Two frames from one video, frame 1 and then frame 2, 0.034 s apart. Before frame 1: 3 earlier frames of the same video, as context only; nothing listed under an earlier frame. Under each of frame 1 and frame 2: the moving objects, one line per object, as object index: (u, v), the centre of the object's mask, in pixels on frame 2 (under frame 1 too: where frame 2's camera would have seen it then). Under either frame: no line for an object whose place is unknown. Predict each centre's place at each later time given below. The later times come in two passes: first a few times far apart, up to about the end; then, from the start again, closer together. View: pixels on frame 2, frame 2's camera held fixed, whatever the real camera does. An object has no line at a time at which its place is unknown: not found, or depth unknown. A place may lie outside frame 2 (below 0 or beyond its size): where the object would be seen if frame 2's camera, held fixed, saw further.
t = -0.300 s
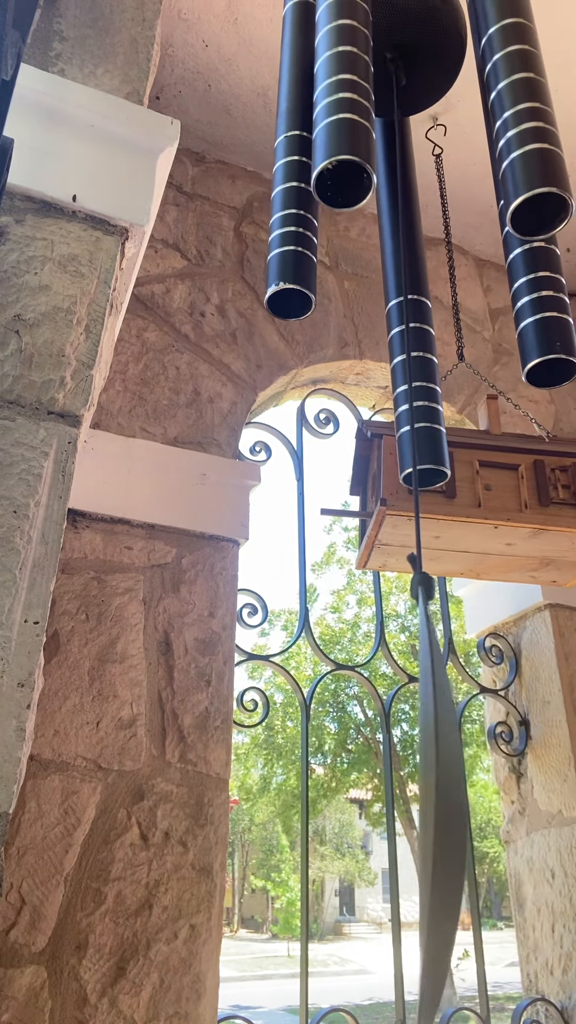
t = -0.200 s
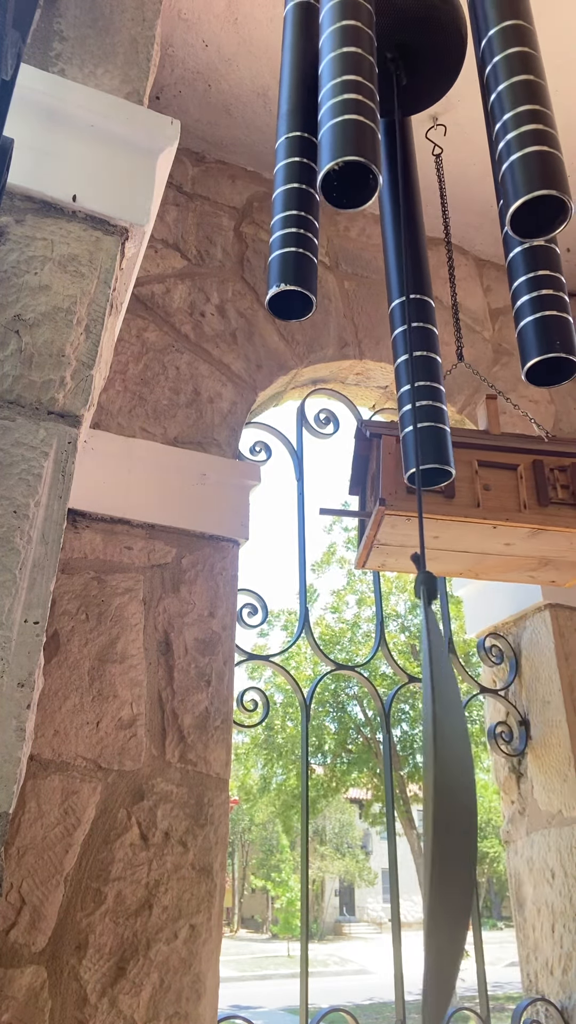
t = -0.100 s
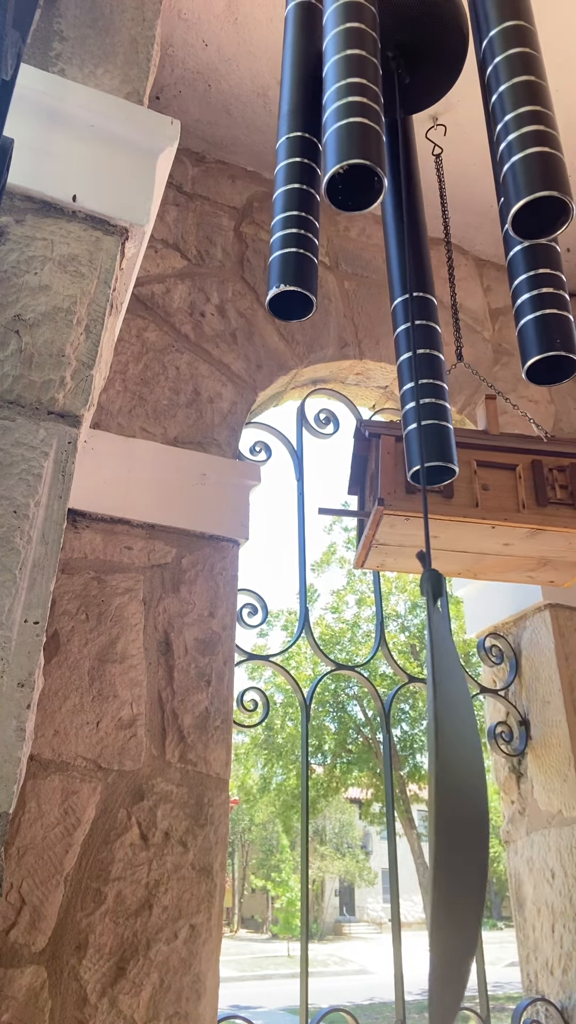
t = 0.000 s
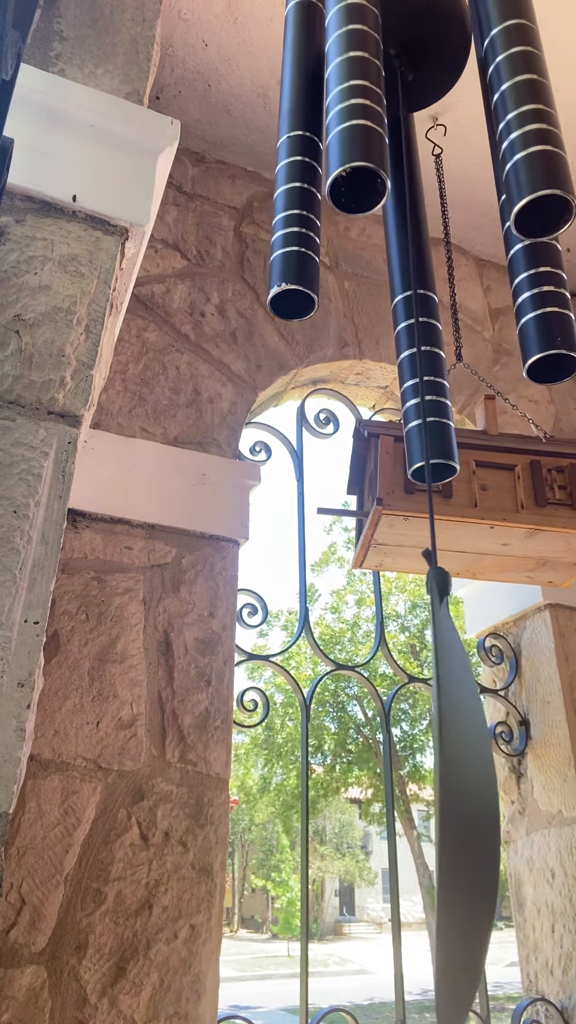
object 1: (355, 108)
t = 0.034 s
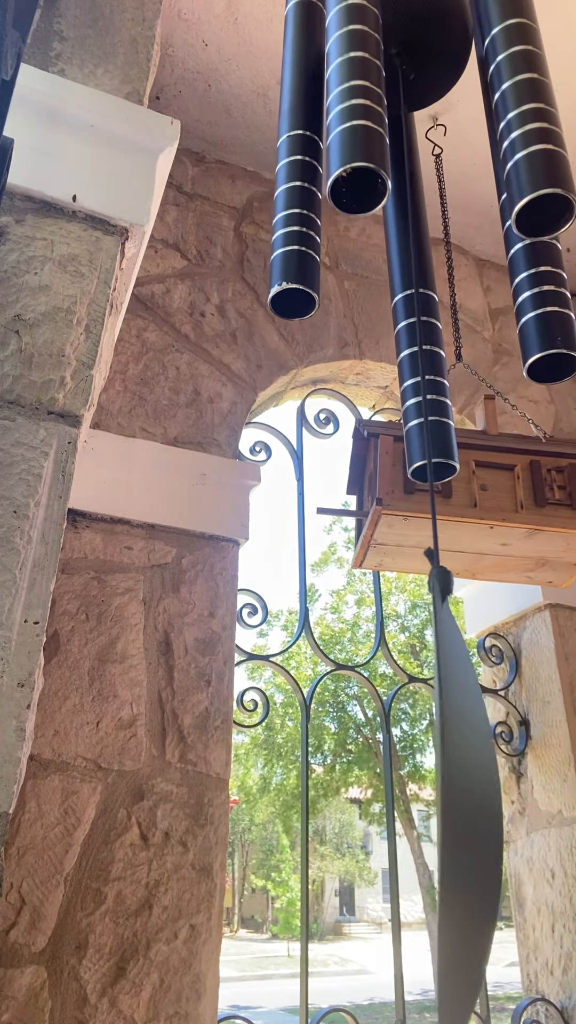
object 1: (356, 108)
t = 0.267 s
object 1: (353, 108)
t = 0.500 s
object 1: (343, 105)
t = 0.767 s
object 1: (344, 104)
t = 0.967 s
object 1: (353, 108)
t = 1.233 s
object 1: (359, 113)
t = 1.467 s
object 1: (354, 111)
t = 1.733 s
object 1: (348, 103)
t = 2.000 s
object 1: (351, 104)
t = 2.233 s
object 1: (356, 110)
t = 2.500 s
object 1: (356, 115)
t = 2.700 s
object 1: (352, 112)
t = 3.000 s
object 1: (353, 104)
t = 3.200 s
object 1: (356, 106)
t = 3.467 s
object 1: (358, 113)
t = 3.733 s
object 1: (353, 114)
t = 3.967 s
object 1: (352, 108)
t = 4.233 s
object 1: (359, 106)
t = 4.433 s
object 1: (363, 110)
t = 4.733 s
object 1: (360, 115)
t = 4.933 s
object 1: (357, 112)
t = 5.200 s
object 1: (360, 105)
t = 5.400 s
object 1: (370, 106)
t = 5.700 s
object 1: (371, 115)
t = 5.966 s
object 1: (361, 118)
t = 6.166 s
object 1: (363, 113)
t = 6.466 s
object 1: (384, 104)
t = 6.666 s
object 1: (384, 105)
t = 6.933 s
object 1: (364, 109)
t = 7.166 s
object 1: (353, 112)
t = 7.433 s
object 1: (363, 111)
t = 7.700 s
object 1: (380, 111)
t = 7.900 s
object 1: (382, 112)
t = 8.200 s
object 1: (373, 112)
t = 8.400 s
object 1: (380, 113)
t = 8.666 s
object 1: (390, 116)
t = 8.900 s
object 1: (388, 118)
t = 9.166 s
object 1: (382, 118)
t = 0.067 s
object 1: (356, 108)
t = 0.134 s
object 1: (356, 108)
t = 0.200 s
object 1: (355, 108)
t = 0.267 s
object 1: (353, 108)
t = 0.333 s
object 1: (350, 107)
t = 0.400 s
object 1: (346, 106)
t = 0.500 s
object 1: (343, 105)
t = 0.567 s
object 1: (342, 104)
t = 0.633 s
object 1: (343, 104)
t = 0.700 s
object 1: (343, 104)
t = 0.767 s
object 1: (344, 104)
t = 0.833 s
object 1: (347, 105)
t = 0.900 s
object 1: (350, 106)
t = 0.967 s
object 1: (353, 108)
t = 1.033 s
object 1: (355, 110)
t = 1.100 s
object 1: (357, 111)
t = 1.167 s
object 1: (358, 112)
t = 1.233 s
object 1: (359, 113)
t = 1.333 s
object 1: (358, 113)
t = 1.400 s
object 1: (356, 112)
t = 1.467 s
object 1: (354, 111)
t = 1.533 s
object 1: (351, 109)
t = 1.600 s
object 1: (350, 107)
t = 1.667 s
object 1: (349, 104)
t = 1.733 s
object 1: (348, 103)
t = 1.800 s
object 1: (348, 102)
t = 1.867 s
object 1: (348, 102)
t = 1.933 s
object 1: (349, 102)
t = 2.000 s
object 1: (351, 104)
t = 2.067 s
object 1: (353, 105)
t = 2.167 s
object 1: (355, 108)
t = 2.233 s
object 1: (356, 110)
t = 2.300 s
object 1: (357, 112)
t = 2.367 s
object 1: (357, 113)
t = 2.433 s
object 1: (357, 114)
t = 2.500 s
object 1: (356, 115)
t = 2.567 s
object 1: (354, 114)
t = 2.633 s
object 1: (353, 113)
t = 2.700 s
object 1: (352, 112)
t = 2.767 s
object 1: (351, 110)
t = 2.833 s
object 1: (351, 108)
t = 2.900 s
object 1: (351, 106)
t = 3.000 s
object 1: (353, 104)
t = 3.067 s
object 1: (354, 104)
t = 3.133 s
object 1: (355, 105)
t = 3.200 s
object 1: (356, 106)
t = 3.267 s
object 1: (357, 107)
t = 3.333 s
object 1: (358, 109)
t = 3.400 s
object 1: (358, 111)
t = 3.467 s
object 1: (358, 113)
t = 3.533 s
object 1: (358, 114)
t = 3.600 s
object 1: (356, 114)
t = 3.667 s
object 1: (354, 114)
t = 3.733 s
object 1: (353, 114)
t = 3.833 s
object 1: (352, 112)
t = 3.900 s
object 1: (351, 110)
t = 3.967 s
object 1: (352, 108)
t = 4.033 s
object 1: (352, 107)
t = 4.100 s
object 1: (354, 106)
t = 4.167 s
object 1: (356, 106)
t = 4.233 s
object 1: (359, 106)
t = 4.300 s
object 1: (361, 107)
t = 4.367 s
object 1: (363, 109)
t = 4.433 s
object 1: (363, 110)
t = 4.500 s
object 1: (364, 112)
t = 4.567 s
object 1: (364, 114)
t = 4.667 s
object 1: (362, 115)
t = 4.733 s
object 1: (360, 115)
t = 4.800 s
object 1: (359, 115)
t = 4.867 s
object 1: (357, 113)
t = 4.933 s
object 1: (357, 112)
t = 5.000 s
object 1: (357, 110)
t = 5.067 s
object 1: (357, 108)
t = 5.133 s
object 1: (358, 106)
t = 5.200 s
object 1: (360, 105)
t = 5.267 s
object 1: (363, 104)
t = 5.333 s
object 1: (367, 104)
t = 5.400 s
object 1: (370, 106)
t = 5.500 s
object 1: (372, 108)
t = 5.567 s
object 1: (372, 110)
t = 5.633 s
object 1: (372, 112)
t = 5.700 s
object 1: (371, 115)
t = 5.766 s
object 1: (369, 116)
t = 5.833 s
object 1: (366, 117)
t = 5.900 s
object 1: (363, 118)
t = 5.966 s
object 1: (361, 118)
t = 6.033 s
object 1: (360, 117)
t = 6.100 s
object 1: (361, 116)
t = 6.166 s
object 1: (363, 113)
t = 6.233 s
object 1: (366, 110)
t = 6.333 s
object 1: (374, 106)
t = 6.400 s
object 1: (380, 105)
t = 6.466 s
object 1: (384, 104)
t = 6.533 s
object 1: (386, 104)
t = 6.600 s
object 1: (386, 104)
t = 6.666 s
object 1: (384, 105)
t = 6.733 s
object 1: (380, 106)
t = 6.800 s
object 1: (375, 108)
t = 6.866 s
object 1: (370, 109)
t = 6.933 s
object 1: (364, 109)
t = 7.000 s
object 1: (359, 111)
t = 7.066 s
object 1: (355, 112)
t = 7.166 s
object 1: (353, 112)
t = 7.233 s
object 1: (354, 113)
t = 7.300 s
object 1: (356, 112)
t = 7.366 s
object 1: (359, 111)
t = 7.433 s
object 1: (363, 111)
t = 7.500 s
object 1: (368, 112)
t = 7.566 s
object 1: (372, 111)
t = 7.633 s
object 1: (377, 111)
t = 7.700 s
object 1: (380, 111)
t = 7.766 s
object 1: (382, 111)
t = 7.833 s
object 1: (383, 111)
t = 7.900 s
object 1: (382, 112)
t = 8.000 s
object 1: (378, 112)
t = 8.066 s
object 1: (376, 112)
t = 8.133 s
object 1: (374, 112)
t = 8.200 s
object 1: (373, 112)
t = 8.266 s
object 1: (375, 112)
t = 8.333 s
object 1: (377, 113)
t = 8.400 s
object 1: (380, 113)
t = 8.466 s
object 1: (383, 114)
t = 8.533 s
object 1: (386, 114)
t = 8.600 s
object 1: (389, 116)
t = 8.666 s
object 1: (390, 116)
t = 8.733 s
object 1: (391, 117)
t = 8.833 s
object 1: (390, 118)
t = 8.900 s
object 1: (388, 118)
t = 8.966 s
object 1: (387, 118)
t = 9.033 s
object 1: (385, 117)
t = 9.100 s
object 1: (384, 117)
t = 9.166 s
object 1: (382, 118)
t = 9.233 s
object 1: (381, 118)
